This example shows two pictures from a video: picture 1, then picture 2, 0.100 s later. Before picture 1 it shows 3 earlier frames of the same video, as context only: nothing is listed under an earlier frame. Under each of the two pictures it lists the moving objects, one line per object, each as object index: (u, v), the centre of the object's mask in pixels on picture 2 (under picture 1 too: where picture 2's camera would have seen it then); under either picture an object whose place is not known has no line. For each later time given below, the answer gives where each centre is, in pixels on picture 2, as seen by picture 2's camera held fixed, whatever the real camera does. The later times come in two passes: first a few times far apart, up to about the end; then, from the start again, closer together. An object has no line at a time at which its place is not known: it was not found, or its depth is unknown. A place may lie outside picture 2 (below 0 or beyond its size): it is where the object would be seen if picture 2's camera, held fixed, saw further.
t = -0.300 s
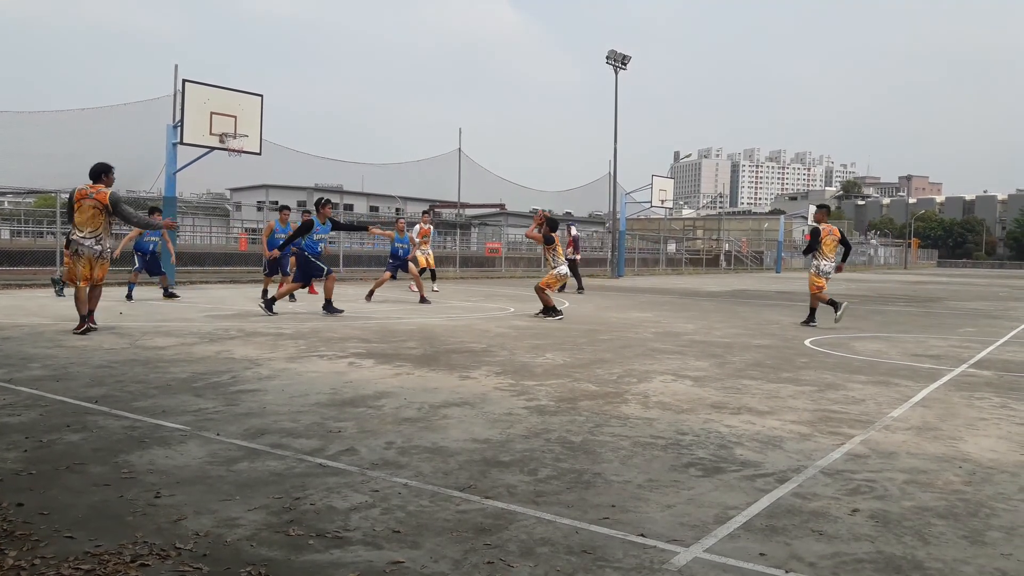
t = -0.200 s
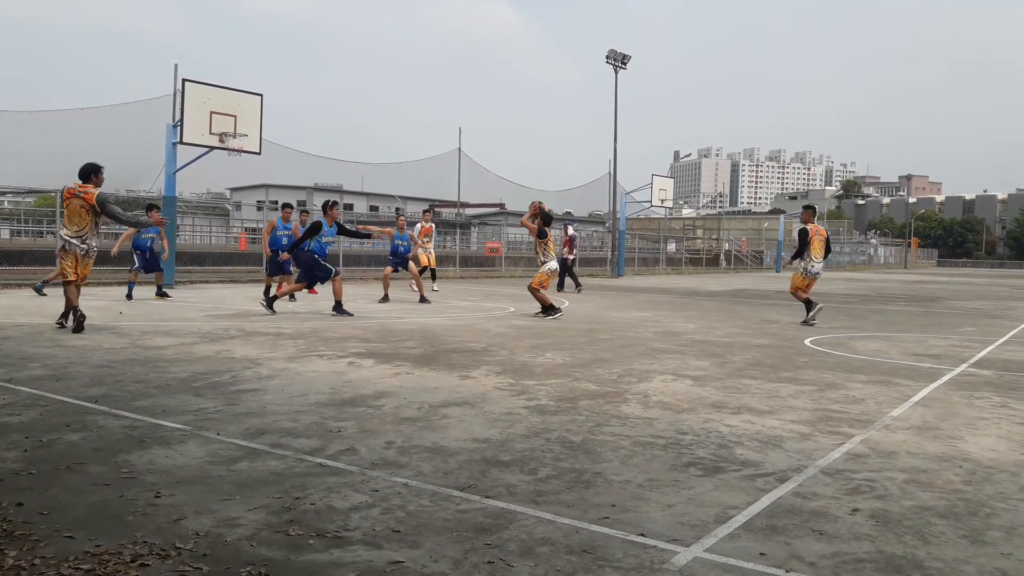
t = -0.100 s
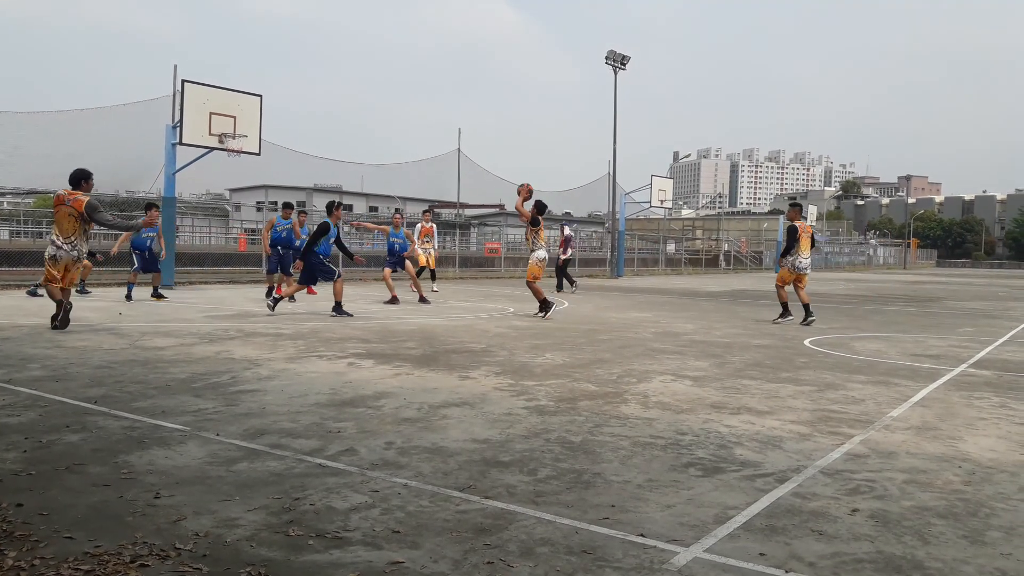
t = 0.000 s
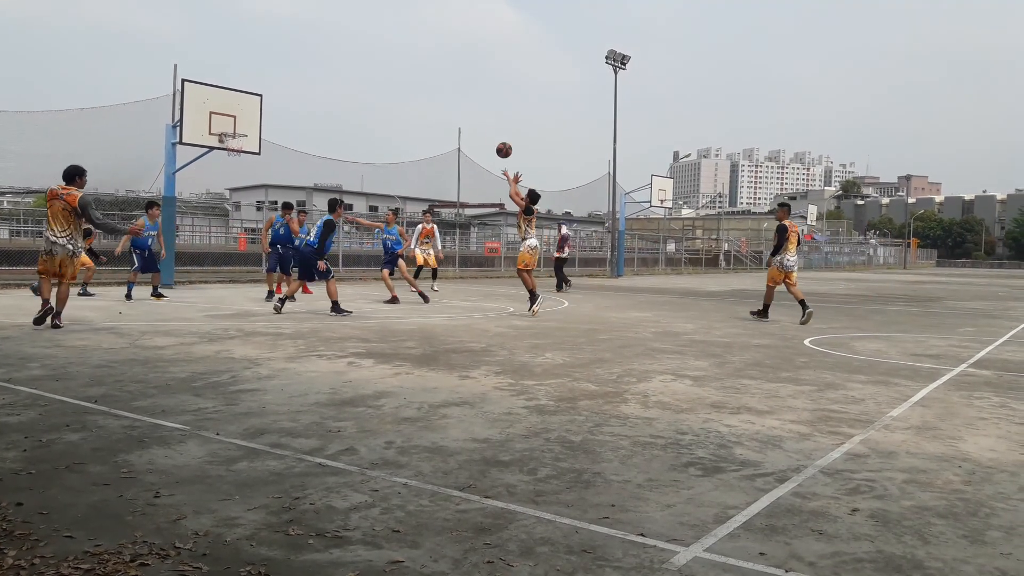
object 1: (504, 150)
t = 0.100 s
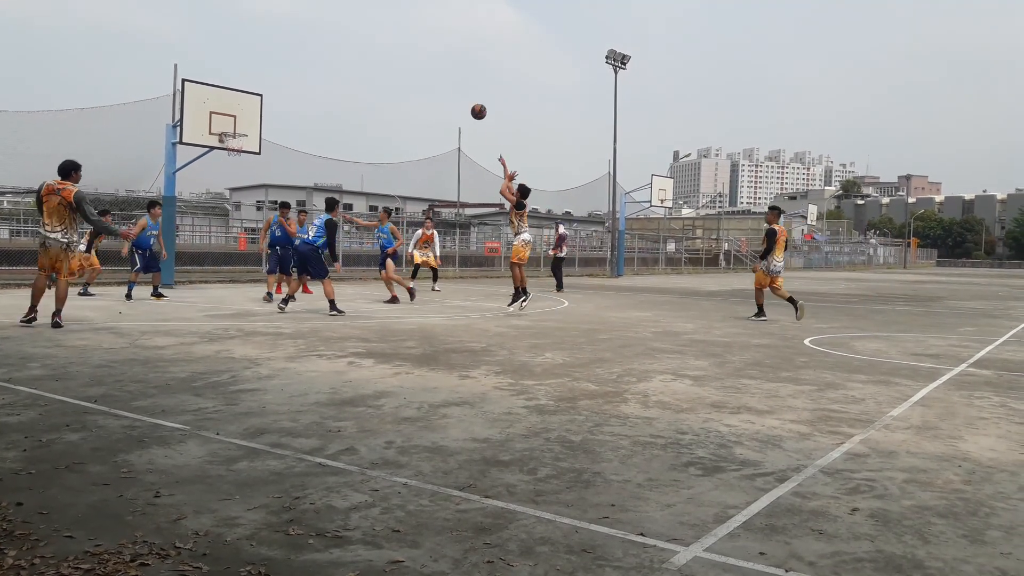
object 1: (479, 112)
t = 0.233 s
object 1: (446, 73)
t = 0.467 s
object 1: (392, 35)
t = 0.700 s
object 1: (344, 34)
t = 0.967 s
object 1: (295, 69)
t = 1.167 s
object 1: (261, 116)
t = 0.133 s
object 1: (470, 101)
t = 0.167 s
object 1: (462, 91)
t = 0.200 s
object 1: (455, 82)
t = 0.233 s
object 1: (446, 73)
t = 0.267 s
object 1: (438, 65)
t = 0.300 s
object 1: (430, 58)
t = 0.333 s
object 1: (422, 52)
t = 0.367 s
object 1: (414, 47)
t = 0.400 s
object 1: (407, 42)
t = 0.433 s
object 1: (400, 38)
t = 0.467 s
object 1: (392, 35)
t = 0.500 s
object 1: (385, 33)
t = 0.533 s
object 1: (378, 32)
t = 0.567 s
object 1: (371, 31)
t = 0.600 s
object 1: (364, 30)
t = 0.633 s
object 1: (358, 31)
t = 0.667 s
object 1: (351, 32)
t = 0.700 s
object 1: (344, 34)
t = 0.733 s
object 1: (338, 36)
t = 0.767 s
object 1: (332, 39)
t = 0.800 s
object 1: (325, 43)
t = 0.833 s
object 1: (319, 47)
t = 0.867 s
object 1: (313, 51)
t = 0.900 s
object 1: (307, 56)
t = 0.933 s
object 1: (301, 62)
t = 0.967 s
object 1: (295, 69)
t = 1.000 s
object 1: (289, 75)
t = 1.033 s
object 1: (283, 82)
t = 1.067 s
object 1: (278, 90)
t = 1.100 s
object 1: (272, 98)
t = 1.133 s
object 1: (267, 107)
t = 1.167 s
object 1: (261, 116)
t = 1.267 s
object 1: (262, 138)
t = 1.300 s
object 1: (270, 142)
